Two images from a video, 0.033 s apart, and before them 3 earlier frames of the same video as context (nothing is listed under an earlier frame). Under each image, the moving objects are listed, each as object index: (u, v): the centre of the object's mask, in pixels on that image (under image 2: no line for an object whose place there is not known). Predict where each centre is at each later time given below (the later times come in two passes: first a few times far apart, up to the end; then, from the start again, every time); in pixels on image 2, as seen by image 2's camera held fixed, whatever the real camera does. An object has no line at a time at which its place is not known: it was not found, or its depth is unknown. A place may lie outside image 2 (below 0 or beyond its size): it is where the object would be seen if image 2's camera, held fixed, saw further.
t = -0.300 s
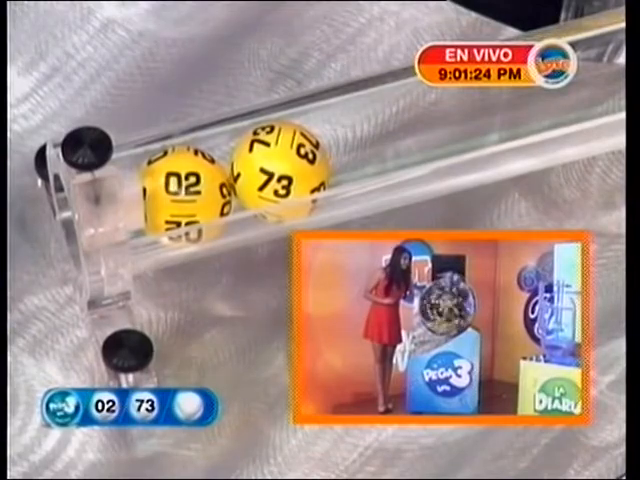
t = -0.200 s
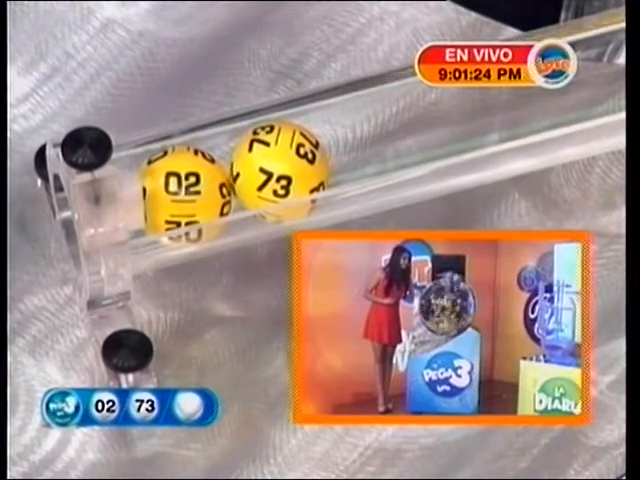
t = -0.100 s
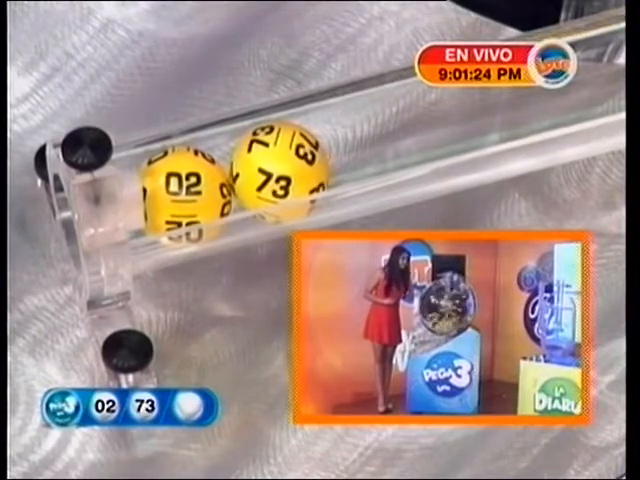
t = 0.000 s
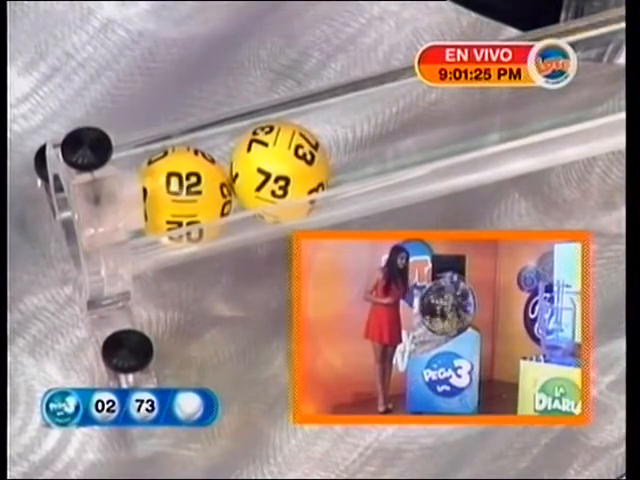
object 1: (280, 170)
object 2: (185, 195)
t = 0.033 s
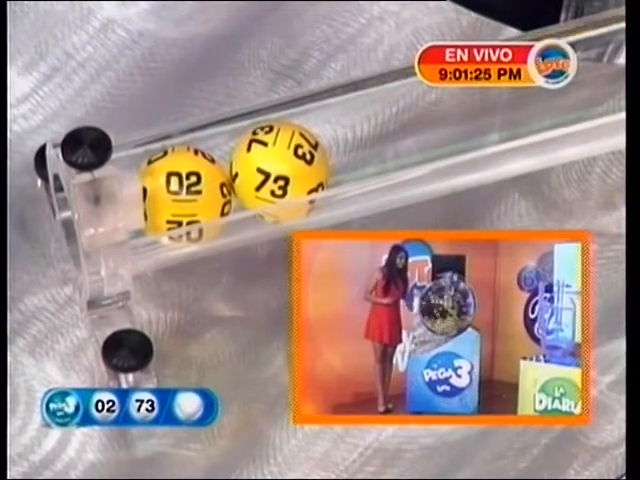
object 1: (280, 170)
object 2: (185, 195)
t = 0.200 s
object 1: (279, 170)
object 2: (185, 194)
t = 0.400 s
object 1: (279, 170)
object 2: (185, 195)
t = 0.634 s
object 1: (307, 163)
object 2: (185, 195)
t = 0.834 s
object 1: (281, 171)
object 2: (184, 195)
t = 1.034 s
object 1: (280, 170)
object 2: (184, 195)
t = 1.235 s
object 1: (280, 171)
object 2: (184, 196)
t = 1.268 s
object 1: (280, 171)
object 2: (184, 196)
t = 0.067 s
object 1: (280, 171)
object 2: (185, 196)
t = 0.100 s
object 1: (280, 170)
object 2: (185, 195)
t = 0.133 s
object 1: (279, 170)
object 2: (185, 195)
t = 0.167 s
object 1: (279, 171)
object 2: (185, 195)
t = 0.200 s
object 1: (279, 170)
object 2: (185, 194)
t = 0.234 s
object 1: (279, 170)
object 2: (185, 195)
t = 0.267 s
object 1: (279, 170)
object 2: (185, 195)
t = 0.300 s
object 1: (279, 170)
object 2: (185, 194)
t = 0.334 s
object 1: (279, 170)
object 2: (185, 195)
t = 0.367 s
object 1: (279, 170)
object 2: (185, 195)
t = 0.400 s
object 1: (279, 170)
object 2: (185, 195)
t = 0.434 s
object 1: (279, 170)
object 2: (185, 195)
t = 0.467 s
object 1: (279, 170)
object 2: (185, 195)
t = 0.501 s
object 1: (279, 170)
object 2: (185, 195)
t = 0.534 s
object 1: (291, 162)
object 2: (190, 189)
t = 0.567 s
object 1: (301, 164)
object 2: (192, 190)
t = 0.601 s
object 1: (305, 163)
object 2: (190, 191)
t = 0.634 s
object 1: (307, 163)
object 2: (185, 195)
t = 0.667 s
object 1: (309, 163)
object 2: (186, 195)
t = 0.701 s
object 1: (305, 163)
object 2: (185, 195)
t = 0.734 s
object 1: (301, 165)
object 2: (183, 194)
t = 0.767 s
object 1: (294, 167)
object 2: (183, 190)
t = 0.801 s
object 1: (281, 171)
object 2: (184, 195)
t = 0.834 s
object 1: (281, 171)
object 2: (184, 195)
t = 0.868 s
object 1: (280, 170)
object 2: (184, 194)
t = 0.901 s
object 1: (279, 170)
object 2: (184, 195)
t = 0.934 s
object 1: (279, 170)
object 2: (184, 194)
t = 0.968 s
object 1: (280, 169)
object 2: (184, 194)
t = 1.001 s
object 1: (280, 169)
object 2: (184, 195)
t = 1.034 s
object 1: (280, 170)
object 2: (184, 195)
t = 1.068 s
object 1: (279, 171)
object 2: (183, 195)
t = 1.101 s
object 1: (280, 171)
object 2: (184, 195)
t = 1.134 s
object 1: (280, 171)
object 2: (184, 195)
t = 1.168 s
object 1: (280, 171)
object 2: (184, 196)
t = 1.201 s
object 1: (280, 171)
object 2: (184, 196)
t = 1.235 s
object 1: (280, 171)
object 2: (184, 196)
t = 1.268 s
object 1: (280, 171)
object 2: (184, 196)
